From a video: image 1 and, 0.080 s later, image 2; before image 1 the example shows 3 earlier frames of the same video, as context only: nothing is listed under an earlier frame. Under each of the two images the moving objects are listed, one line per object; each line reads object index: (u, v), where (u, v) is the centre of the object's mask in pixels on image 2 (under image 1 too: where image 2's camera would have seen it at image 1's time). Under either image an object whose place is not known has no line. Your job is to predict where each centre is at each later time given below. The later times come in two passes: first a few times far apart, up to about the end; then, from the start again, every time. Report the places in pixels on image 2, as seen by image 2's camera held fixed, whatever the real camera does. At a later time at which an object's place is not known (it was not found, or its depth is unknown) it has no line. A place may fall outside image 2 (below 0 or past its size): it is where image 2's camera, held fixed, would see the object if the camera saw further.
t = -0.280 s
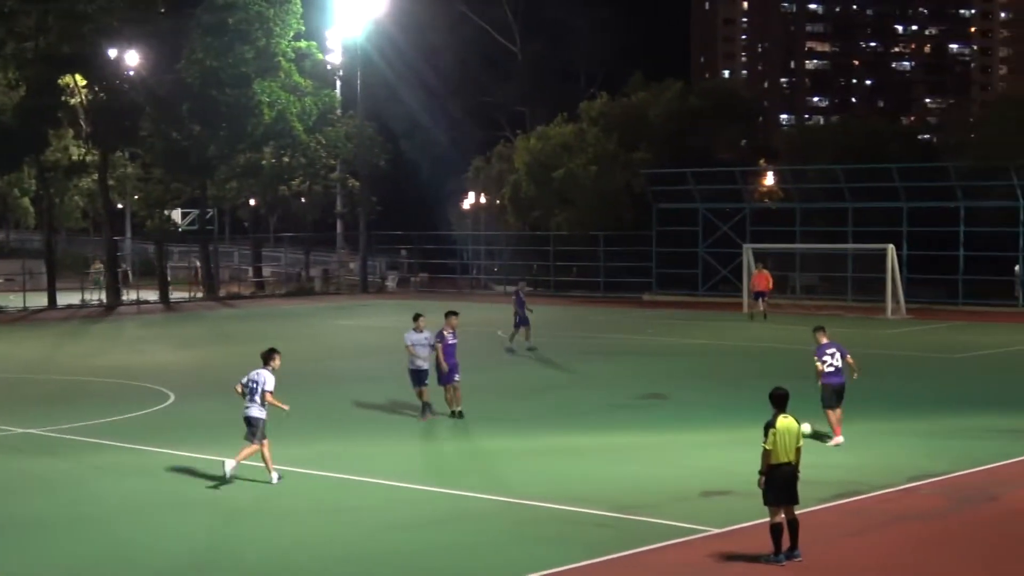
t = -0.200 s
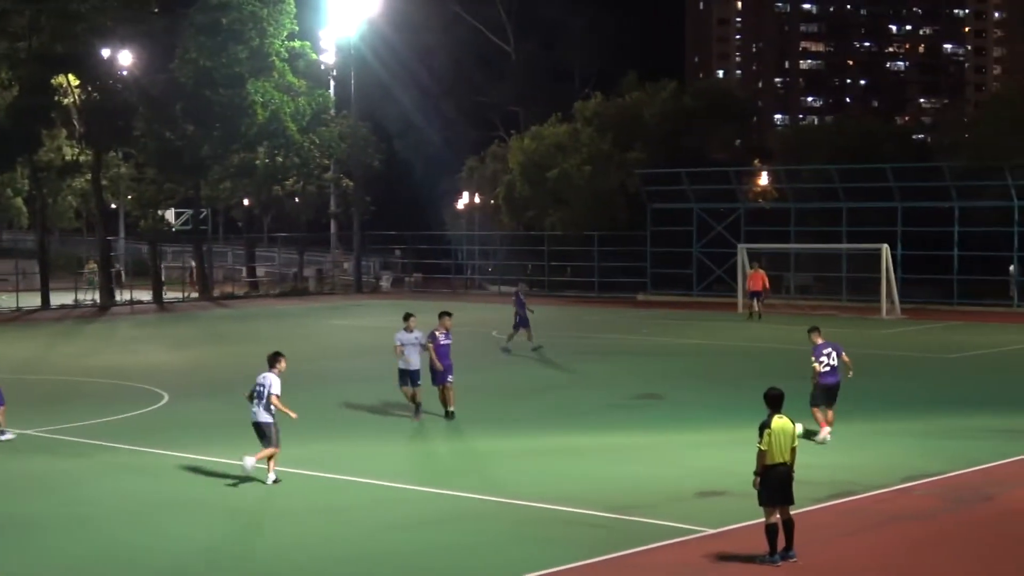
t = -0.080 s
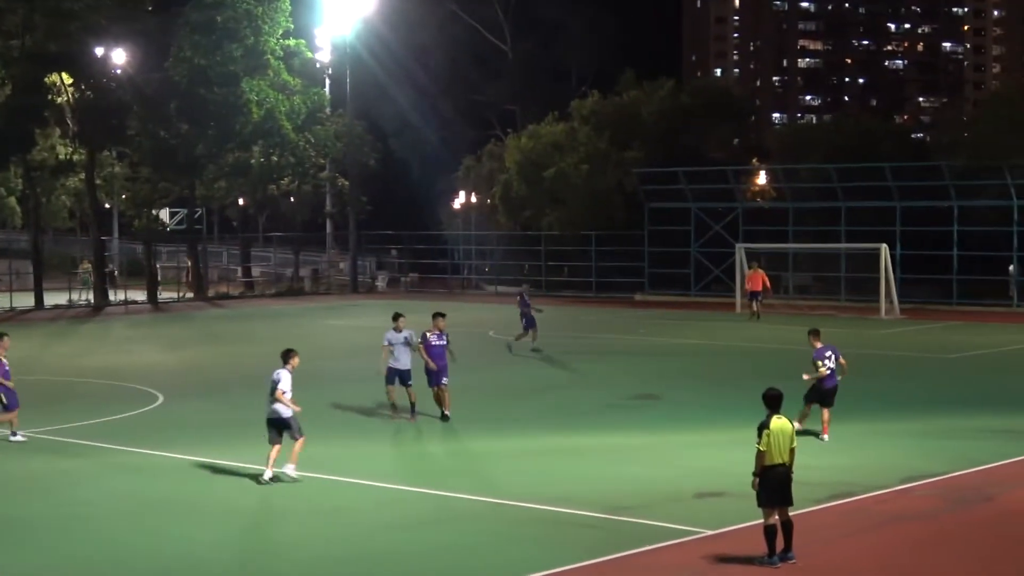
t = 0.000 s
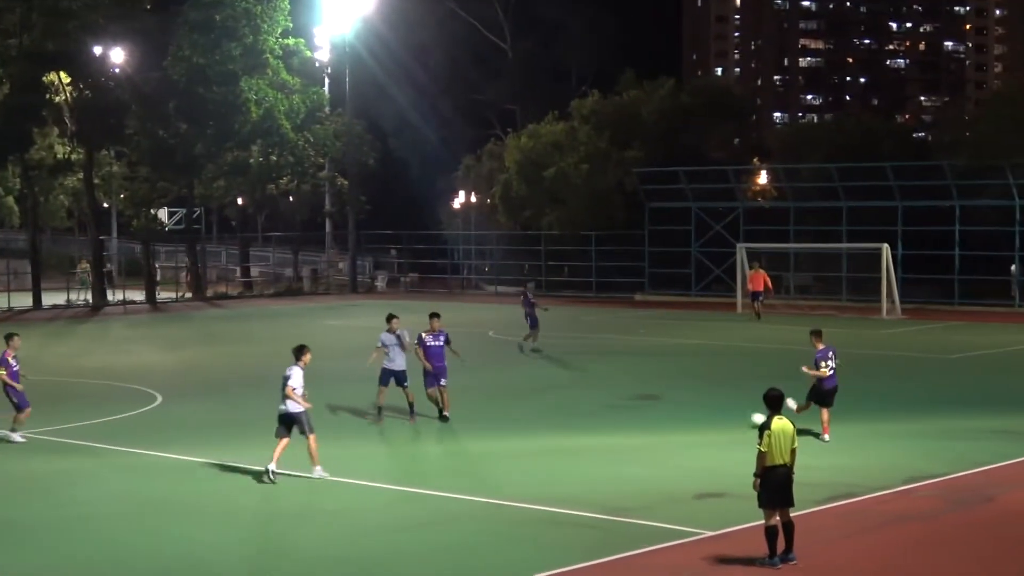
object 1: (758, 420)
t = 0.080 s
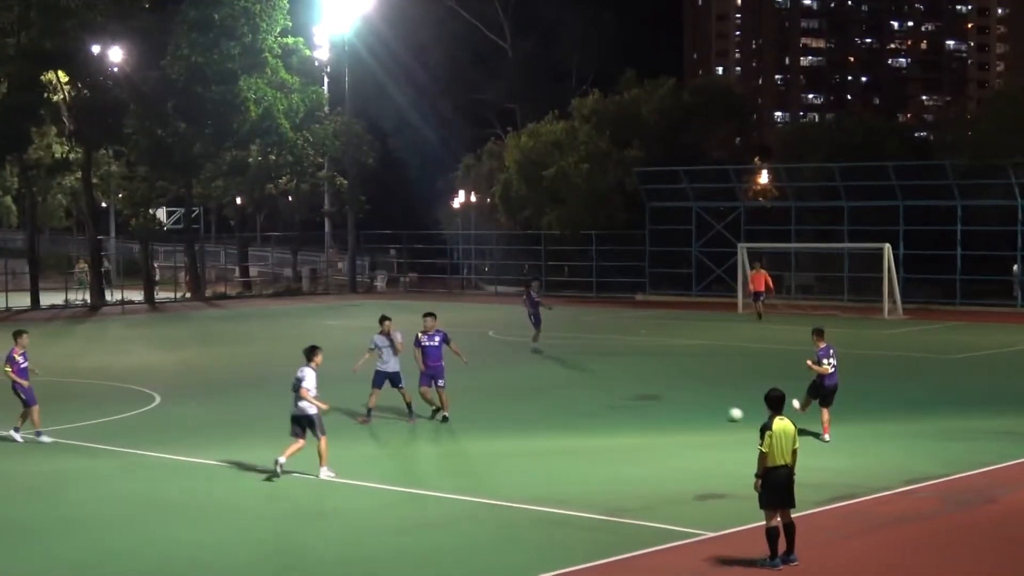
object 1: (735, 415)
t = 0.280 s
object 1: (689, 402)
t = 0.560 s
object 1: (647, 384)
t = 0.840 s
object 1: (617, 373)
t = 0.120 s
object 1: (725, 410)
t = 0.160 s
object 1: (715, 407)
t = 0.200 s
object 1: (707, 402)
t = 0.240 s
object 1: (697, 403)
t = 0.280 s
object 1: (689, 402)
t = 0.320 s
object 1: (682, 399)
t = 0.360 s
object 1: (675, 397)
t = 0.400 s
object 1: (669, 395)
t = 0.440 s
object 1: (664, 393)
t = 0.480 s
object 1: (658, 388)
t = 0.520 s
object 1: (653, 386)
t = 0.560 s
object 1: (647, 384)
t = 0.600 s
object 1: (643, 384)
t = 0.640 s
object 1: (637, 384)
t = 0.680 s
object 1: (633, 384)
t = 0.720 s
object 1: (629, 380)
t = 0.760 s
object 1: (625, 376)
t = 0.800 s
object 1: (621, 375)
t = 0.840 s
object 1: (617, 373)
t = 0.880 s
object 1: (613, 373)
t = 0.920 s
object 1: (609, 374)
